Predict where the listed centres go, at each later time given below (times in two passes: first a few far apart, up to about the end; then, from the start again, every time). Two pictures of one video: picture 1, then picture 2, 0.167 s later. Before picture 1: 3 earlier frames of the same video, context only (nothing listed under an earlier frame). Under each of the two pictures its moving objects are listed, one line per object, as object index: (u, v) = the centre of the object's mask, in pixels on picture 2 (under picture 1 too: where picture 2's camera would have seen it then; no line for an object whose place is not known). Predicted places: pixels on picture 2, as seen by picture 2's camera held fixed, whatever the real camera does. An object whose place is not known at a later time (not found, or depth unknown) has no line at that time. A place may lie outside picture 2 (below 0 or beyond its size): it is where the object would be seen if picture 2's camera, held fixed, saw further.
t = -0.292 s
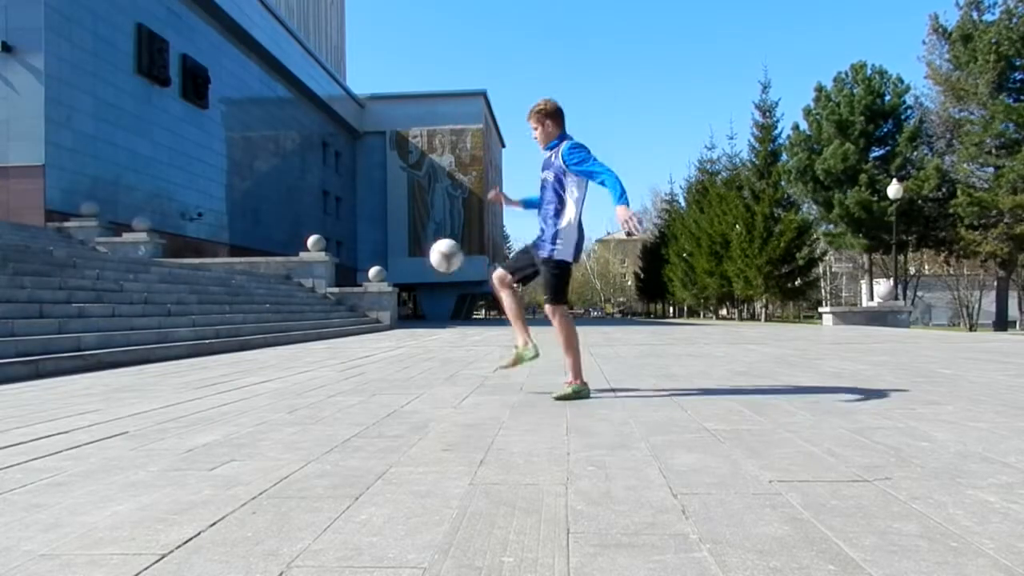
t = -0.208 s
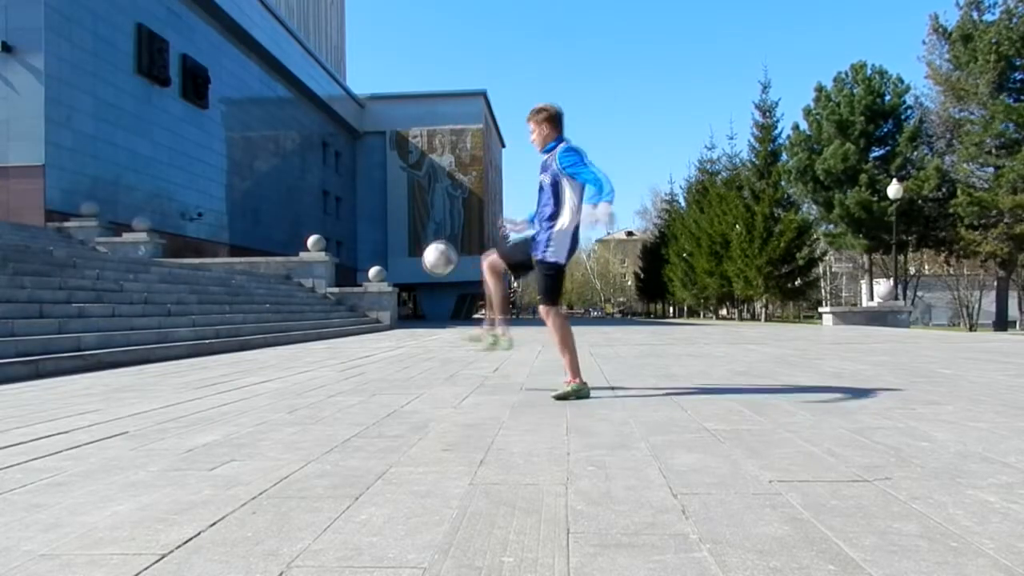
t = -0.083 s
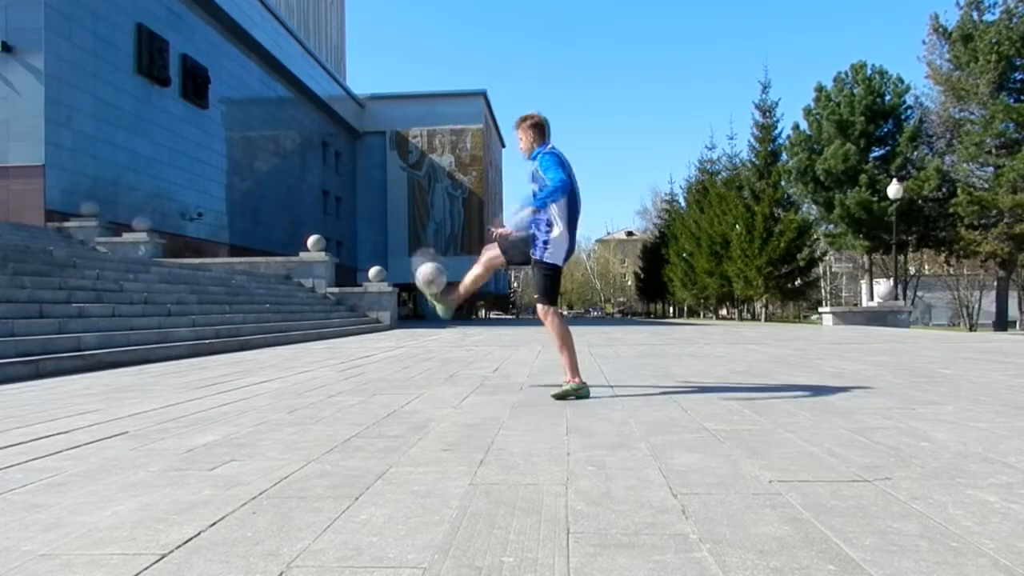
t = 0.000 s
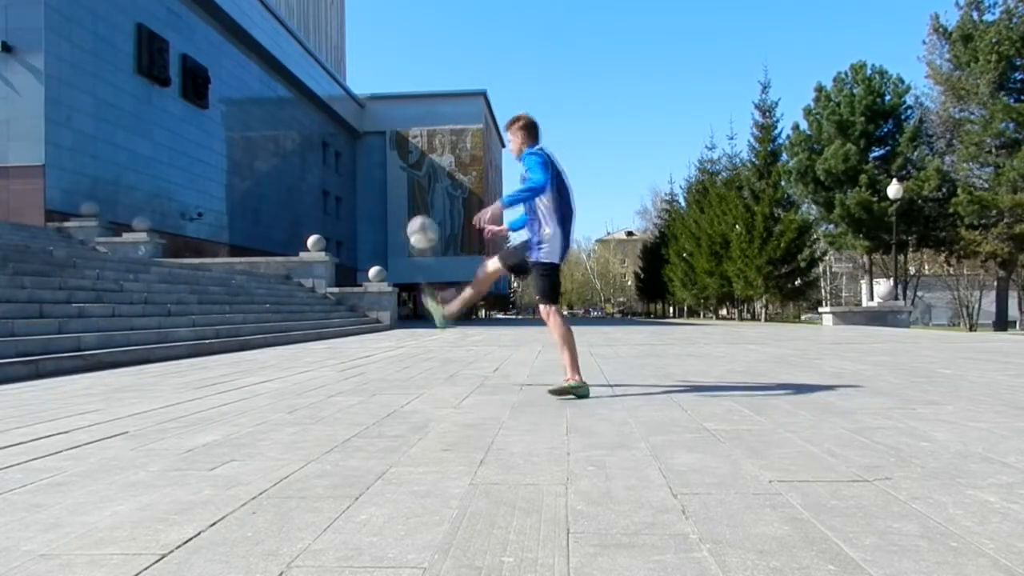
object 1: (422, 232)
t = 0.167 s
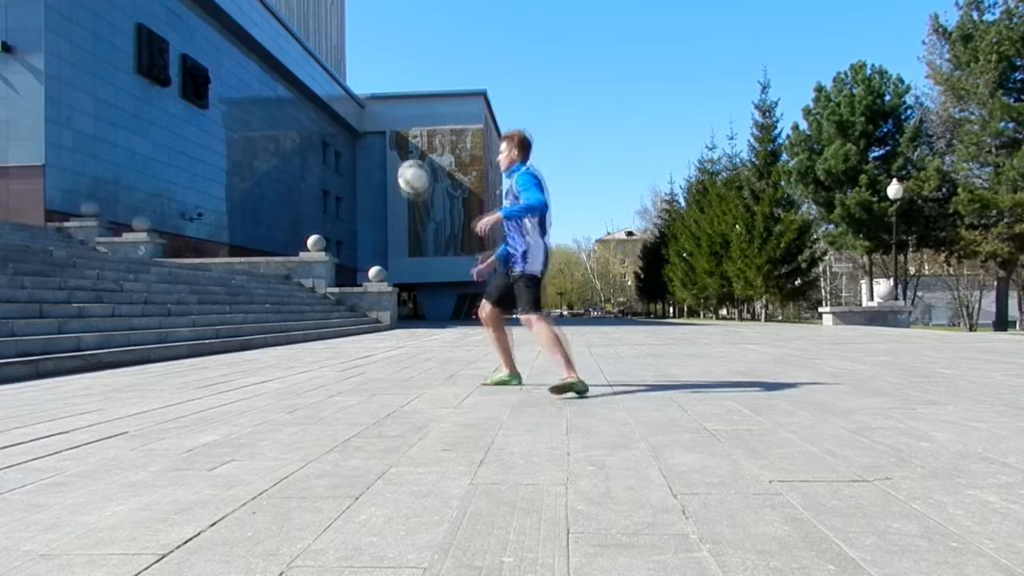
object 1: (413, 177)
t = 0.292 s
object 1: (408, 160)
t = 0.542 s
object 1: (401, 194)
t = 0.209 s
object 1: (412, 169)
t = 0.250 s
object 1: (410, 162)
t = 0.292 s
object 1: (408, 160)
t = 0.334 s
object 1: (407, 158)
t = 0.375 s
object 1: (406, 160)
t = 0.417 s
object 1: (404, 164)
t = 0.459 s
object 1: (403, 171)
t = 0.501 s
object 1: (402, 183)
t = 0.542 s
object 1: (401, 194)
